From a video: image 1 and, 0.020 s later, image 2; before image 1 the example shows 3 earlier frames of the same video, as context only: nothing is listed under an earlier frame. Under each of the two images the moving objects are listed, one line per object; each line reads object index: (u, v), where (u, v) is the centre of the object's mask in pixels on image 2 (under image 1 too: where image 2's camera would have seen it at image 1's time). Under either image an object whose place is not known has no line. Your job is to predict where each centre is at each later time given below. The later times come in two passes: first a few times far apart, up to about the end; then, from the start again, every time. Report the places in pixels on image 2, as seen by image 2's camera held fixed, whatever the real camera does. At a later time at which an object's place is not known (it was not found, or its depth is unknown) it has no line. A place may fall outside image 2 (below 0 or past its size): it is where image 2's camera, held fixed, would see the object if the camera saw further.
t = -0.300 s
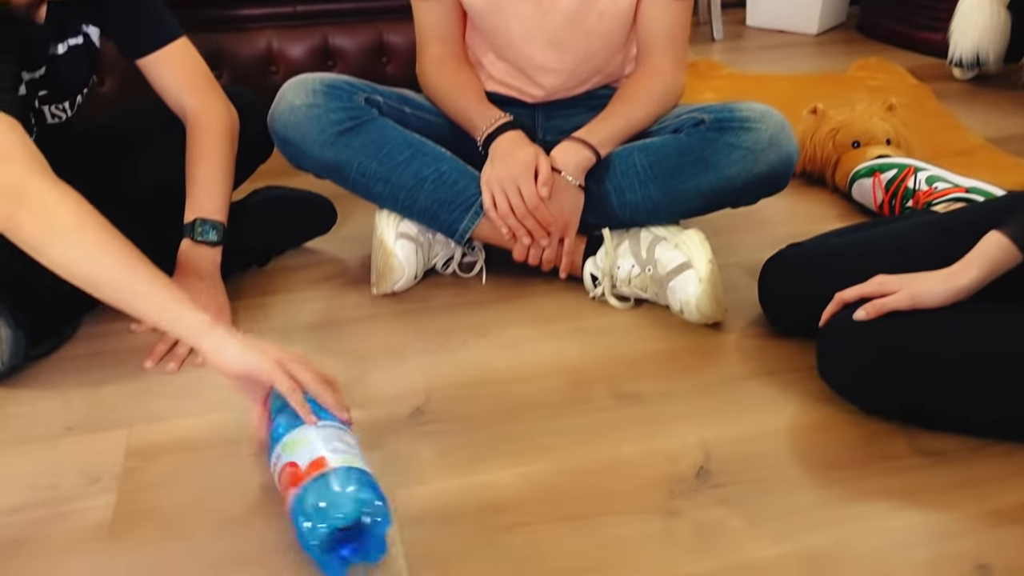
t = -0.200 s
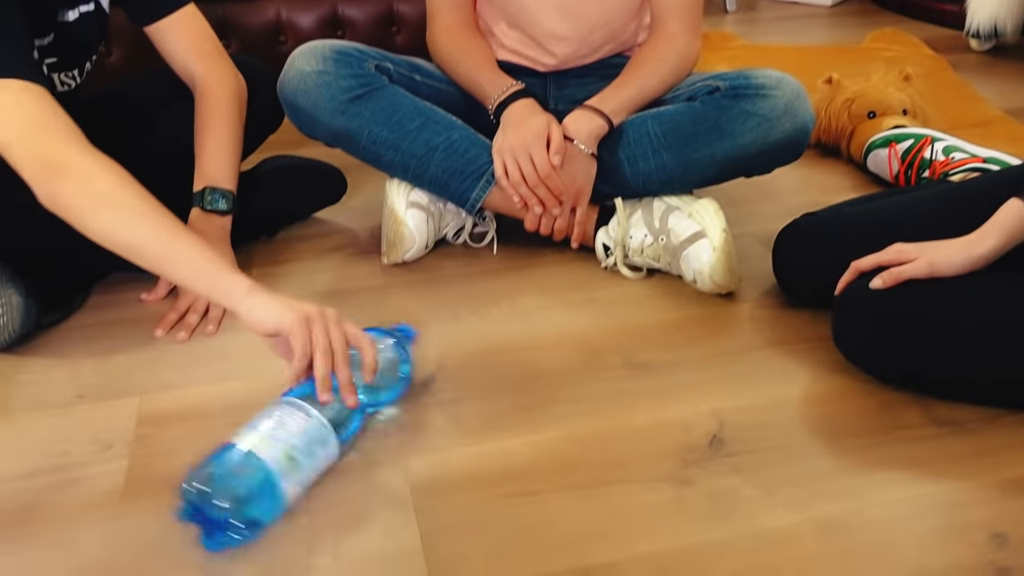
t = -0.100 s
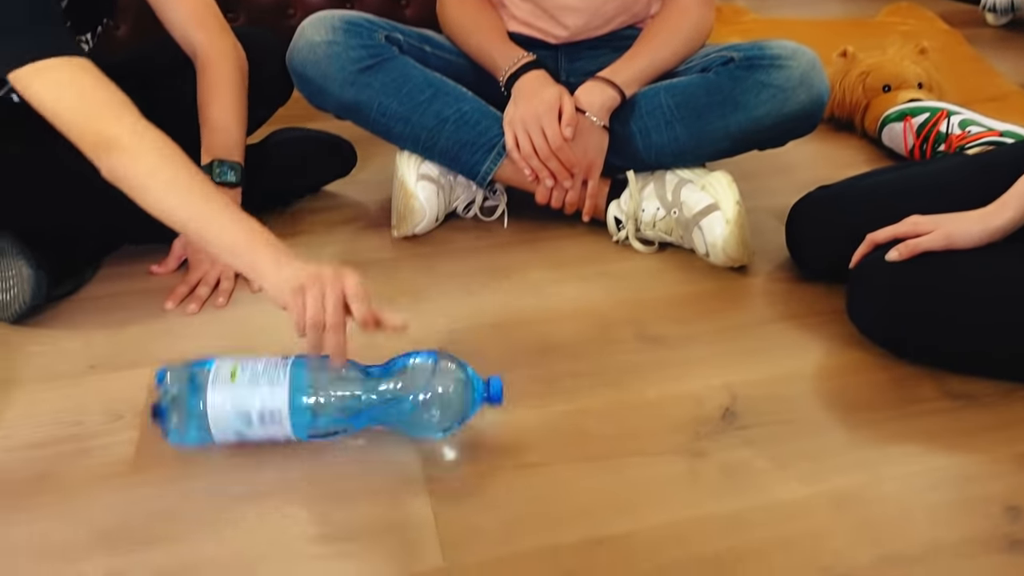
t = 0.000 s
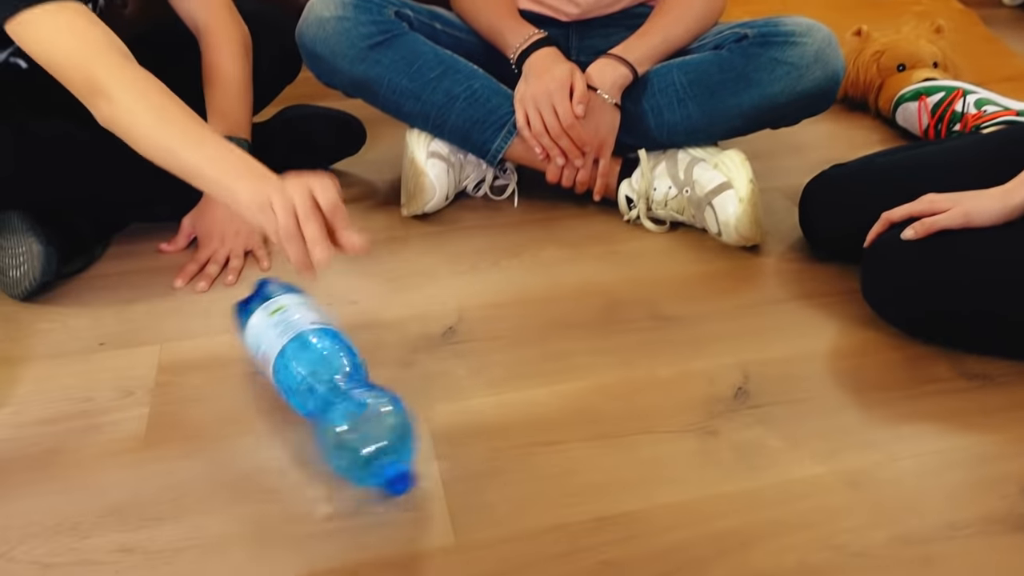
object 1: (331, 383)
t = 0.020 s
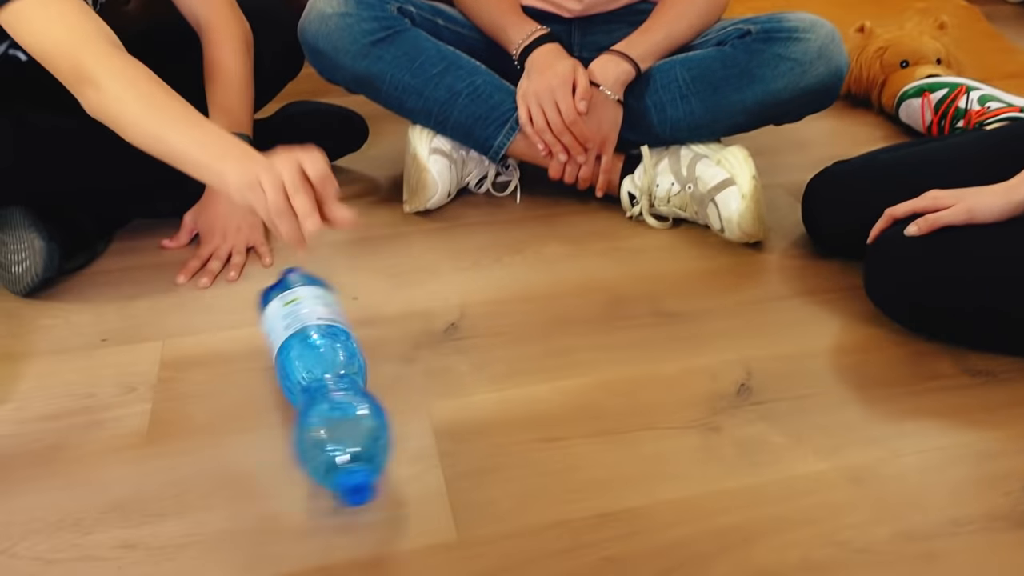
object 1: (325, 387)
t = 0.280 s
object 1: (328, 384)
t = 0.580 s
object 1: (314, 386)
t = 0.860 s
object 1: (276, 398)
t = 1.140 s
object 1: (280, 414)
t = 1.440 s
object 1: (283, 393)
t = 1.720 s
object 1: (285, 398)
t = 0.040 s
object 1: (318, 389)
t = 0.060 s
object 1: (311, 389)
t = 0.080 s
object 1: (304, 387)
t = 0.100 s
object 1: (300, 385)
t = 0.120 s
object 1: (299, 381)
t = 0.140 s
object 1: (301, 378)
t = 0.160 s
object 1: (305, 375)
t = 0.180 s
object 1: (308, 374)
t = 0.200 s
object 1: (313, 374)
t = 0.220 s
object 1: (318, 375)
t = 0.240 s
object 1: (324, 376)
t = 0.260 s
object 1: (327, 380)
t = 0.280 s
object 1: (328, 384)
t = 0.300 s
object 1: (326, 389)
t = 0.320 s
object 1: (322, 395)
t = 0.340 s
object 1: (315, 401)
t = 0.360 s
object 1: (307, 402)
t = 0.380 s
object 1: (299, 401)
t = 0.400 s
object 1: (294, 398)
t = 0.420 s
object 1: (290, 395)
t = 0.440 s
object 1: (289, 391)
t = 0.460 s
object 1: (290, 387)
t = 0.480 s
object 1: (294, 384)
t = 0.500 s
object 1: (299, 382)
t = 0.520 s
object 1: (303, 381)
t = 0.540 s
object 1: (306, 382)
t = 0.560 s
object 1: (311, 384)
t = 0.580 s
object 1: (314, 386)
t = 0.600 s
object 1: (317, 389)
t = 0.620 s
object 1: (318, 393)
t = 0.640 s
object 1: (318, 397)
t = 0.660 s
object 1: (315, 402)
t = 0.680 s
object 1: (311, 406)
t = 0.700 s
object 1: (305, 410)
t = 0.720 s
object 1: (299, 411)
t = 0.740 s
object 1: (292, 413)
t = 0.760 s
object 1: (285, 413)
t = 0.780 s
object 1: (280, 411)
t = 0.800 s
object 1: (276, 409)
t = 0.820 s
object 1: (274, 405)
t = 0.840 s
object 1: (274, 402)
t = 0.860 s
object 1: (276, 398)
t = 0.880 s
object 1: (278, 396)
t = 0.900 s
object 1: (282, 394)
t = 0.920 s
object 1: (285, 392)
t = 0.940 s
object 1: (289, 391)
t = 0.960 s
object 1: (294, 391)
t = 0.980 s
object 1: (298, 392)
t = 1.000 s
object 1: (302, 395)
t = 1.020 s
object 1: (303, 398)
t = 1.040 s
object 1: (305, 402)
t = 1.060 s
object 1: (302, 407)
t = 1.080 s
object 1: (298, 410)
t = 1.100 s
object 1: (292, 413)
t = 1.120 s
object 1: (285, 414)
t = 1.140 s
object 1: (280, 414)
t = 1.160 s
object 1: (274, 412)
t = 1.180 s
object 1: (269, 411)
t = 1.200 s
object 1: (267, 407)
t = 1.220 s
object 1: (266, 404)
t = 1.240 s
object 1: (268, 400)
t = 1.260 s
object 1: (269, 397)
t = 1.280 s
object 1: (272, 395)
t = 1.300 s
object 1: (274, 393)
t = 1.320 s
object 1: (276, 392)
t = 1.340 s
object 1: (277, 392)
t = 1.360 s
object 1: (277, 392)
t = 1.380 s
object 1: (279, 392)
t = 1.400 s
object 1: (280, 392)
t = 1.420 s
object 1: (282, 392)
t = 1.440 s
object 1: (283, 393)
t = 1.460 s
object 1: (285, 394)
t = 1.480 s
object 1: (286, 394)
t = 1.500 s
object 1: (286, 395)
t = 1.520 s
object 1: (286, 396)
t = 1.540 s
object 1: (286, 397)
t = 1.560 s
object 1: (286, 397)
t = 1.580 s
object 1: (286, 398)
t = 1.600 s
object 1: (285, 398)
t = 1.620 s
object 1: (285, 398)
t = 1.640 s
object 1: (285, 398)
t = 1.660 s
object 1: (285, 398)
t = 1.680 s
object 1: (285, 398)
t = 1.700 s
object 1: (285, 398)
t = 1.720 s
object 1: (285, 398)
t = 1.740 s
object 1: (285, 398)
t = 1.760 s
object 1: (285, 398)
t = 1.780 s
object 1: (285, 398)
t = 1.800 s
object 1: (285, 398)
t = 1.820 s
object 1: (285, 398)
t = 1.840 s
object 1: (285, 398)
